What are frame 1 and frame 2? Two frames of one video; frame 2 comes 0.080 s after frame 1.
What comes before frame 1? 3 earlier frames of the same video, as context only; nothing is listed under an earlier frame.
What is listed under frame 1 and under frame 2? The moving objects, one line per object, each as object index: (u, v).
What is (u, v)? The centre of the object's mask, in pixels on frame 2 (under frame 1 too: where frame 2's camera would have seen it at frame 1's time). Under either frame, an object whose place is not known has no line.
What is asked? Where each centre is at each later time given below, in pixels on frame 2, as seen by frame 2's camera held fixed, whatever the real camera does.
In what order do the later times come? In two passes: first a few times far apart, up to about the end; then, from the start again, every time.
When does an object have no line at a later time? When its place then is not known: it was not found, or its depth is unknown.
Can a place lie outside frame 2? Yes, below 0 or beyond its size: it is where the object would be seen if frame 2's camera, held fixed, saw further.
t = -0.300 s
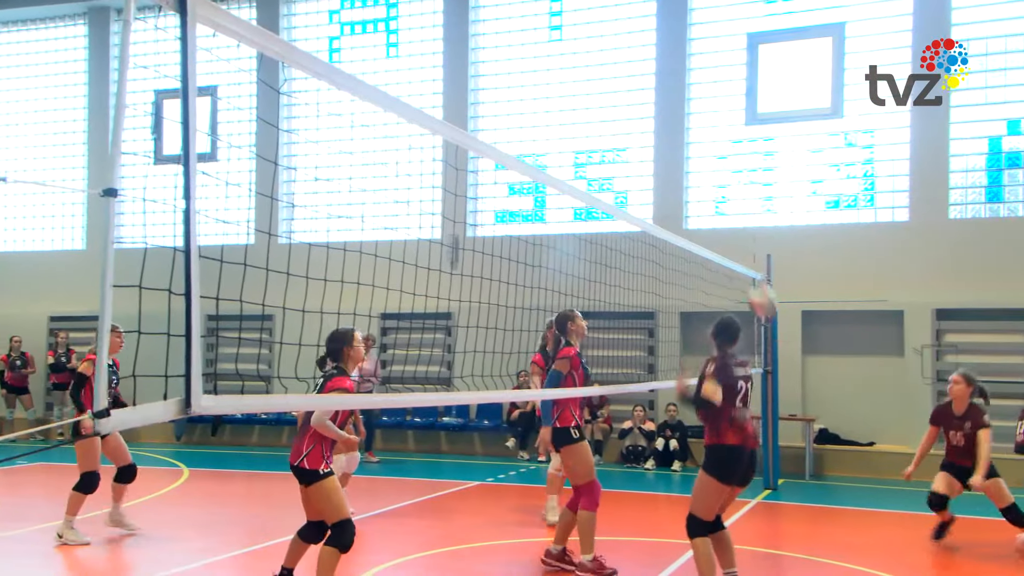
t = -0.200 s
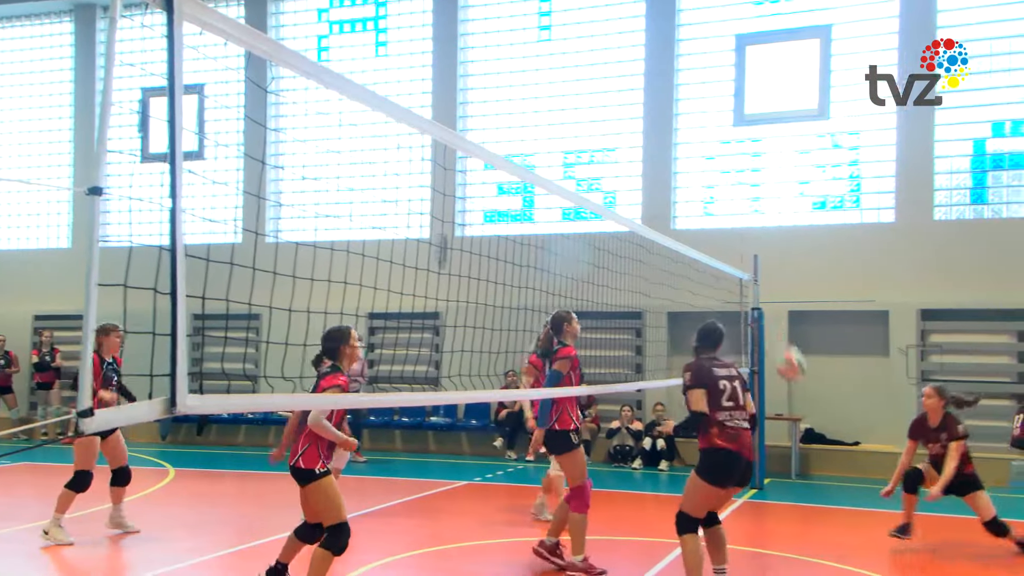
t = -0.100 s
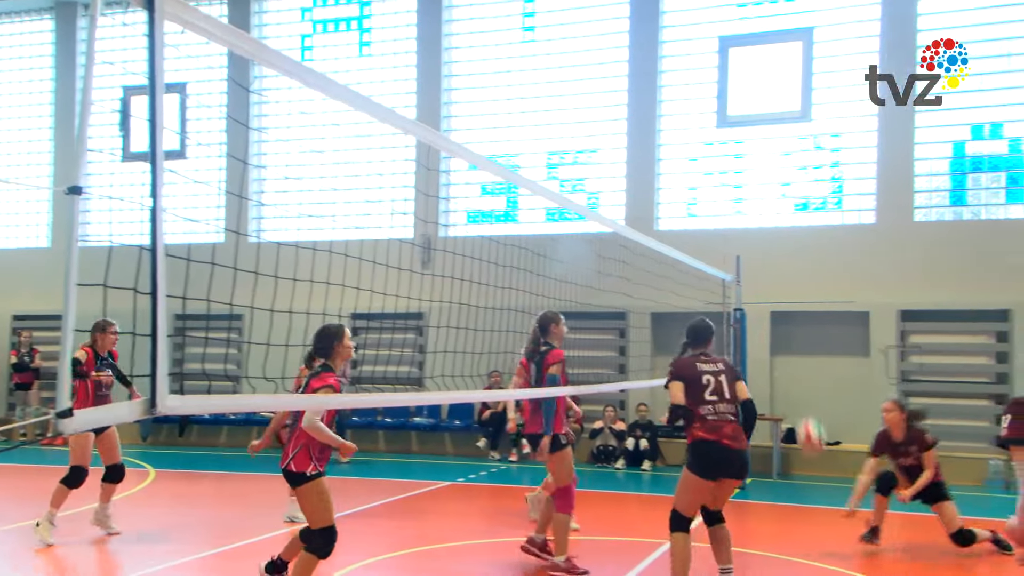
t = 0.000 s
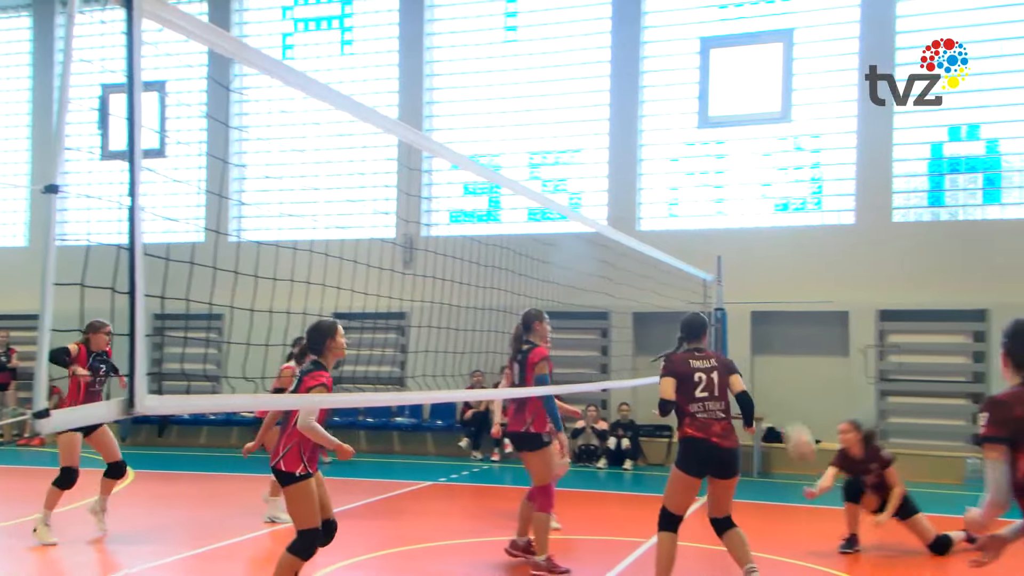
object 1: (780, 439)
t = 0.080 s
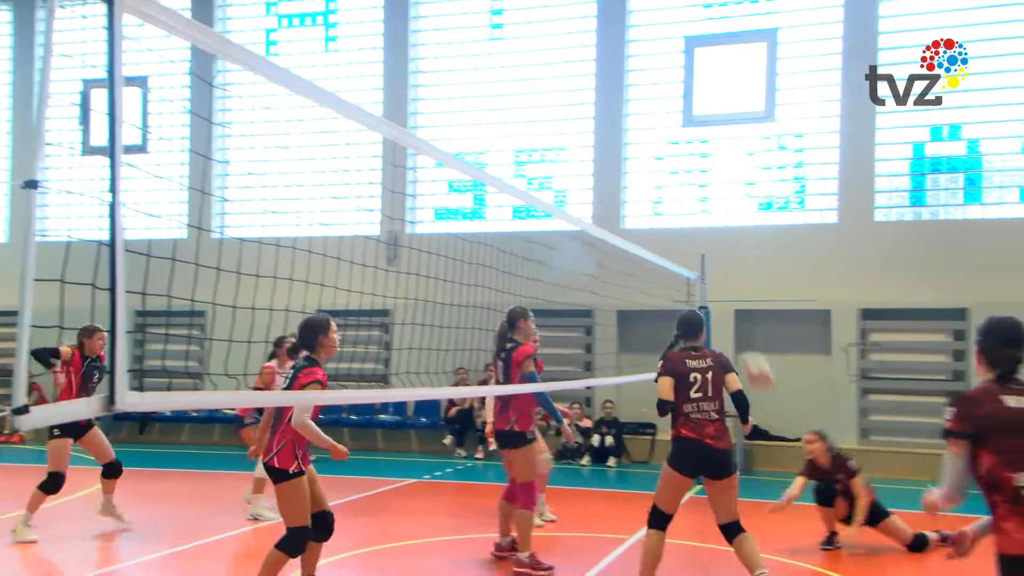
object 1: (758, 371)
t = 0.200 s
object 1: (721, 284)
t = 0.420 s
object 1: (653, 166)
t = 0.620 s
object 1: (586, 109)
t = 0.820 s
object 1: (512, 107)
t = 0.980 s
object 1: (451, 146)
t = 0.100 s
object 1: (752, 356)
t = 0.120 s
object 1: (747, 342)
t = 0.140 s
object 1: (741, 327)
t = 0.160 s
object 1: (736, 312)
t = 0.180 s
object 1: (729, 297)
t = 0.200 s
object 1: (721, 284)
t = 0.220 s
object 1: (714, 271)
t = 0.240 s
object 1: (710, 260)
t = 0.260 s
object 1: (704, 247)
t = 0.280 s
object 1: (699, 240)
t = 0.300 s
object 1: (691, 226)
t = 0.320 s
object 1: (685, 215)
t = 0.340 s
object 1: (678, 204)
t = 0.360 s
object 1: (672, 193)
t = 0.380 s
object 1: (665, 185)
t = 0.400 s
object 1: (660, 174)
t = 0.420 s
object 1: (653, 166)
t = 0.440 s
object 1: (647, 159)
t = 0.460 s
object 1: (639, 151)
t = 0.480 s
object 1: (632, 143)
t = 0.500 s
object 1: (627, 138)
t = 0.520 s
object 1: (619, 130)
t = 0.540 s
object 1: (612, 125)
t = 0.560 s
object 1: (607, 118)
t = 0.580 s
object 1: (602, 116)
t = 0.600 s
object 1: (594, 112)
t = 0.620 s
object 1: (586, 109)
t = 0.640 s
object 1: (579, 107)
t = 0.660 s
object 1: (572, 104)
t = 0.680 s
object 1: (564, 102)
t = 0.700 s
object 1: (557, 101)
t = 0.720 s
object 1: (549, 101)
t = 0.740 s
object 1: (542, 101)
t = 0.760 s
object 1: (535, 101)
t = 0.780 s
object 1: (527, 103)
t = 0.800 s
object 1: (520, 104)
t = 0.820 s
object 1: (512, 107)
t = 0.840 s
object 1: (505, 109)
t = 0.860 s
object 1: (497, 114)
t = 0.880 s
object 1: (489, 118)
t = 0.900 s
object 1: (481, 123)
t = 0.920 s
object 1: (473, 129)
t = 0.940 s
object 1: (466, 136)
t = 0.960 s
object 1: (458, 141)
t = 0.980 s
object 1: (451, 146)
